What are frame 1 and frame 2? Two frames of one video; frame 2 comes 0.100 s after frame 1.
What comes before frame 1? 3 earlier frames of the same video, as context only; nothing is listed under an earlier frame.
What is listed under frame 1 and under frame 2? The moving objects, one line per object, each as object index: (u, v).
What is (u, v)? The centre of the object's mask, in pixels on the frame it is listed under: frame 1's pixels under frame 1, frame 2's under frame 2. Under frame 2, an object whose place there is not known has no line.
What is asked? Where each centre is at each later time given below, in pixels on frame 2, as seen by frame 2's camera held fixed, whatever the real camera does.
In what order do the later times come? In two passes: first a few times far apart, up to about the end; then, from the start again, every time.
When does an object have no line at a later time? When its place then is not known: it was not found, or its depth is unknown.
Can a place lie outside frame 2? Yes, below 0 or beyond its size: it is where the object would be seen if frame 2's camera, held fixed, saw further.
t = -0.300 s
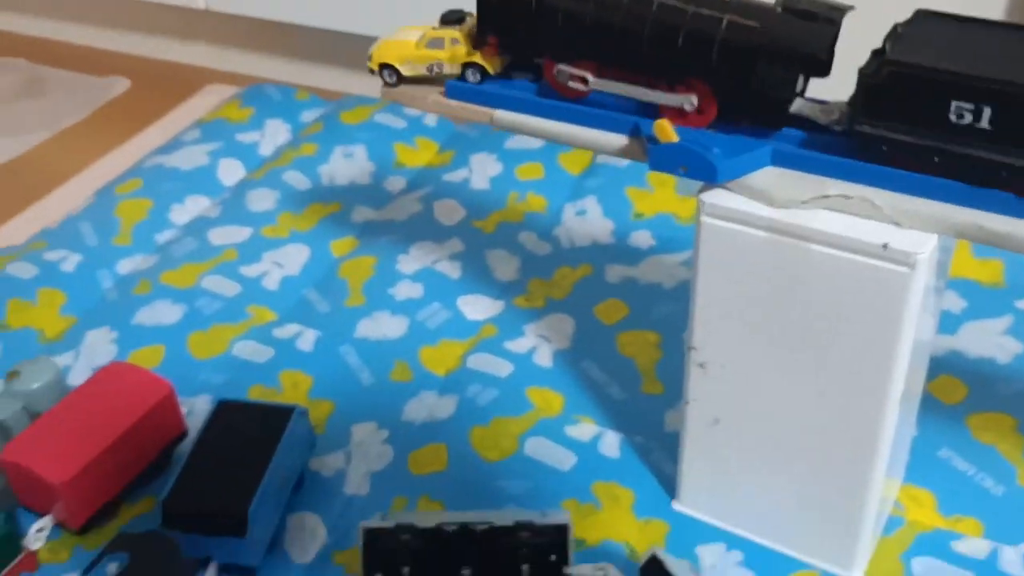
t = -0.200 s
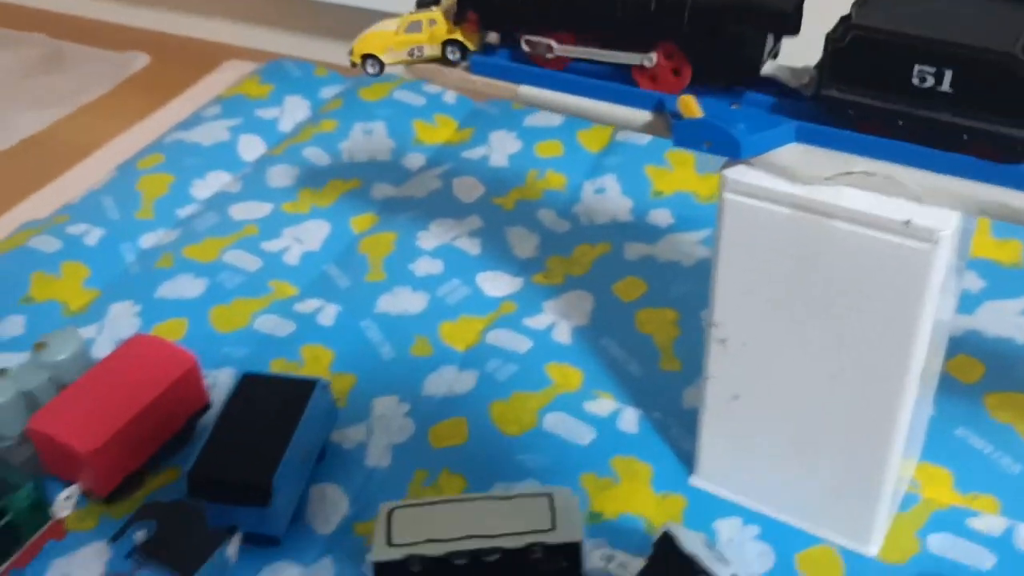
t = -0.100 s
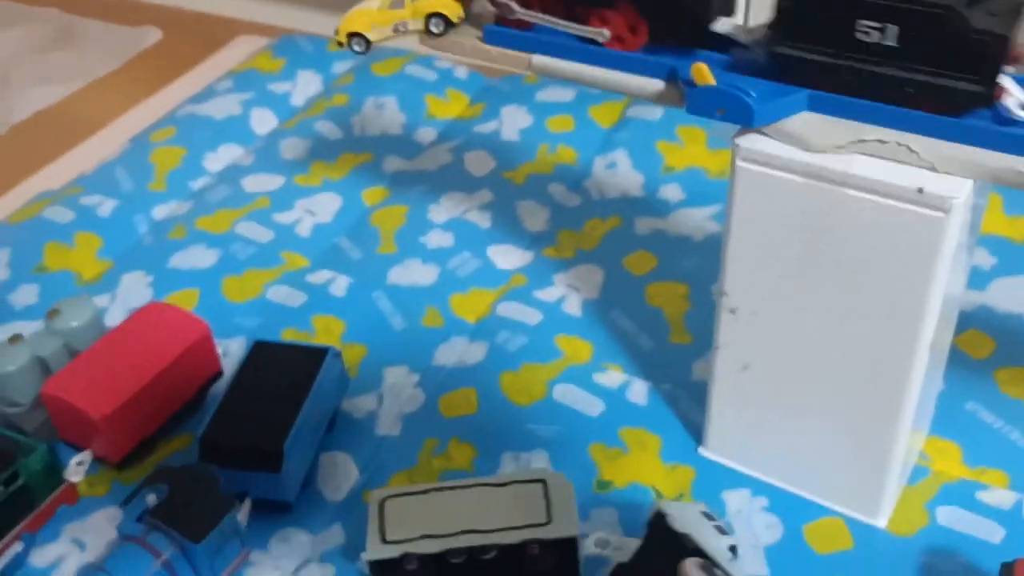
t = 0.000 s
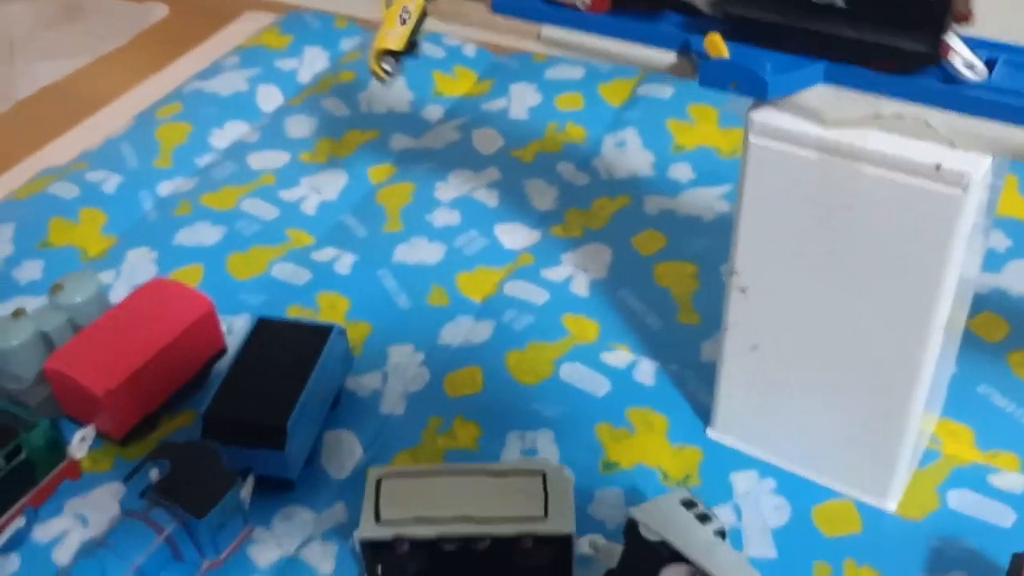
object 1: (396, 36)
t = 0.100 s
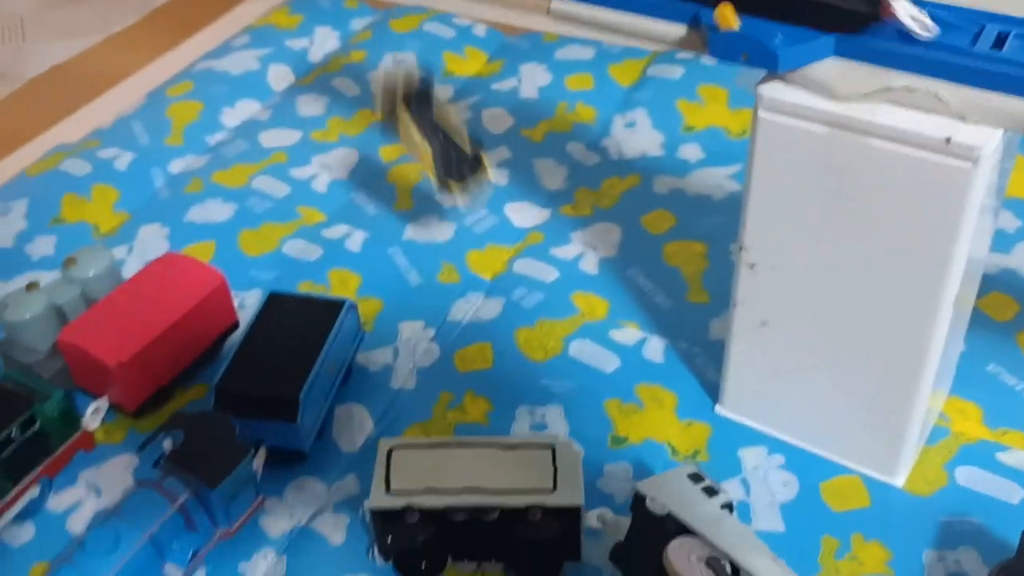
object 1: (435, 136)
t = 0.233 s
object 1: (420, 194)
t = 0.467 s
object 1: (433, 257)
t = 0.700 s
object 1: (451, 334)
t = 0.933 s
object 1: (458, 320)
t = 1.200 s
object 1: (456, 322)
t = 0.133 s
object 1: (436, 223)
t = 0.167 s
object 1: (433, 241)
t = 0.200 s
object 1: (425, 212)
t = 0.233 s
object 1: (420, 194)
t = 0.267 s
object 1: (417, 195)
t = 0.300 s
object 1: (413, 213)
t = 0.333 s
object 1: (409, 225)
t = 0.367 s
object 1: (412, 224)
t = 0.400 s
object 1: (419, 235)
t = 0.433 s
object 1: (426, 242)
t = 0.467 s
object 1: (433, 257)
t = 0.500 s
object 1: (438, 285)
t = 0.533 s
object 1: (447, 291)
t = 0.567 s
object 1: (451, 302)
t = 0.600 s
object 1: (448, 313)
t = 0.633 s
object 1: (447, 329)
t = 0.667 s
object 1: (449, 329)
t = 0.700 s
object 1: (451, 334)
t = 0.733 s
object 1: (453, 330)
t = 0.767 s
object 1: (454, 326)
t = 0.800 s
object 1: (456, 323)
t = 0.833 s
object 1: (457, 321)
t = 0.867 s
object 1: (457, 320)
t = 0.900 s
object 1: (458, 320)
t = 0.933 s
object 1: (458, 320)
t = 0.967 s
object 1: (458, 320)
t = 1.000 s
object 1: (458, 319)
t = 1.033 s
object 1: (458, 320)
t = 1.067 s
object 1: (458, 320)
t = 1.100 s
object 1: (458, 320)
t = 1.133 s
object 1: (457, 321)
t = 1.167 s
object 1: (457, 322)
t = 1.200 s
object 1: (456, 322)
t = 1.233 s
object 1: (455, 324)
